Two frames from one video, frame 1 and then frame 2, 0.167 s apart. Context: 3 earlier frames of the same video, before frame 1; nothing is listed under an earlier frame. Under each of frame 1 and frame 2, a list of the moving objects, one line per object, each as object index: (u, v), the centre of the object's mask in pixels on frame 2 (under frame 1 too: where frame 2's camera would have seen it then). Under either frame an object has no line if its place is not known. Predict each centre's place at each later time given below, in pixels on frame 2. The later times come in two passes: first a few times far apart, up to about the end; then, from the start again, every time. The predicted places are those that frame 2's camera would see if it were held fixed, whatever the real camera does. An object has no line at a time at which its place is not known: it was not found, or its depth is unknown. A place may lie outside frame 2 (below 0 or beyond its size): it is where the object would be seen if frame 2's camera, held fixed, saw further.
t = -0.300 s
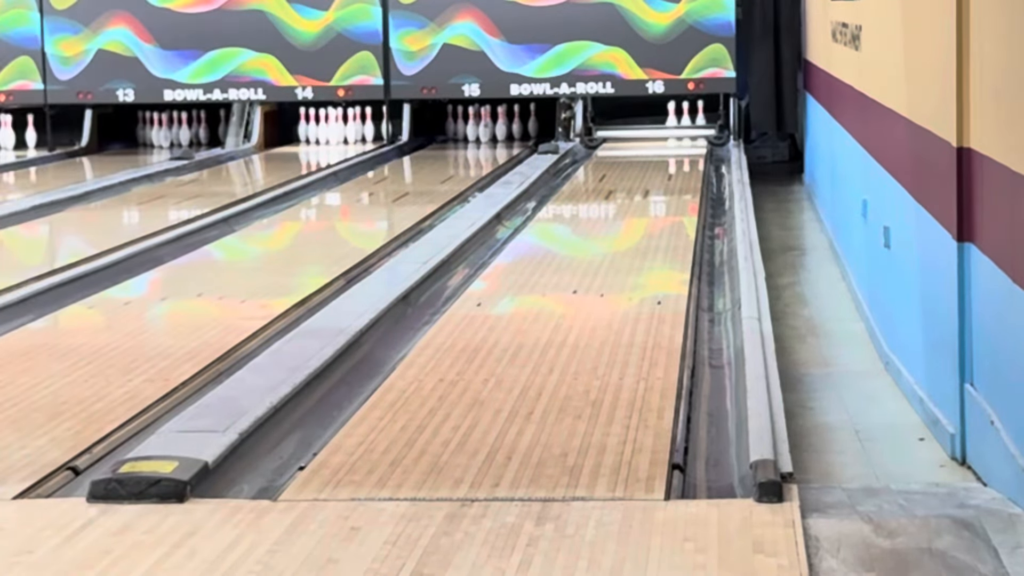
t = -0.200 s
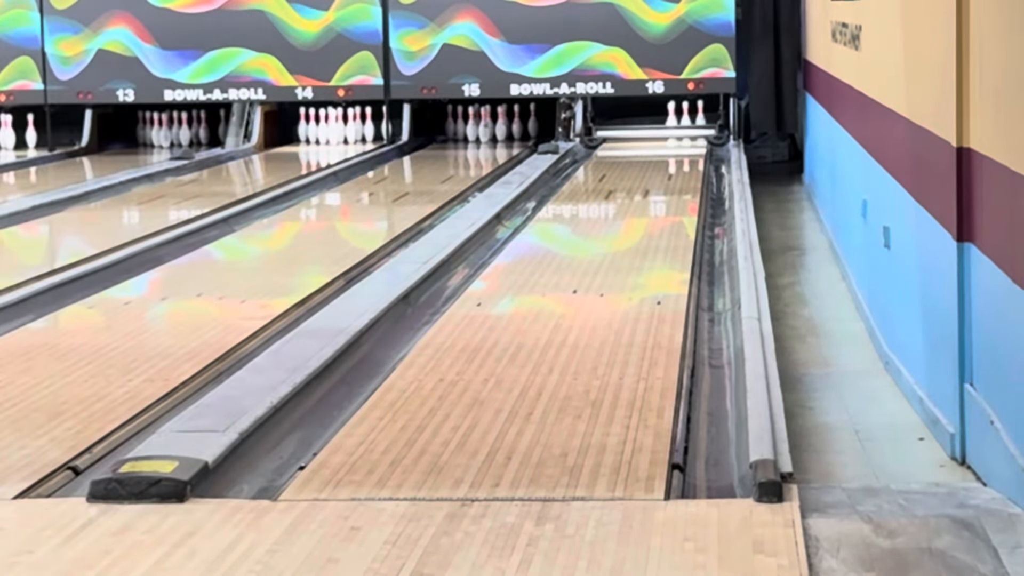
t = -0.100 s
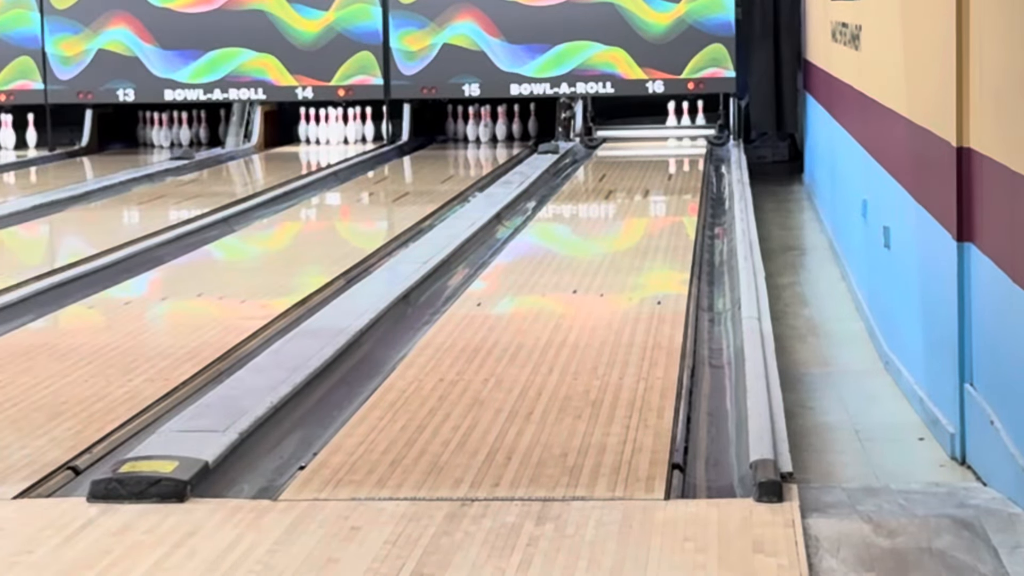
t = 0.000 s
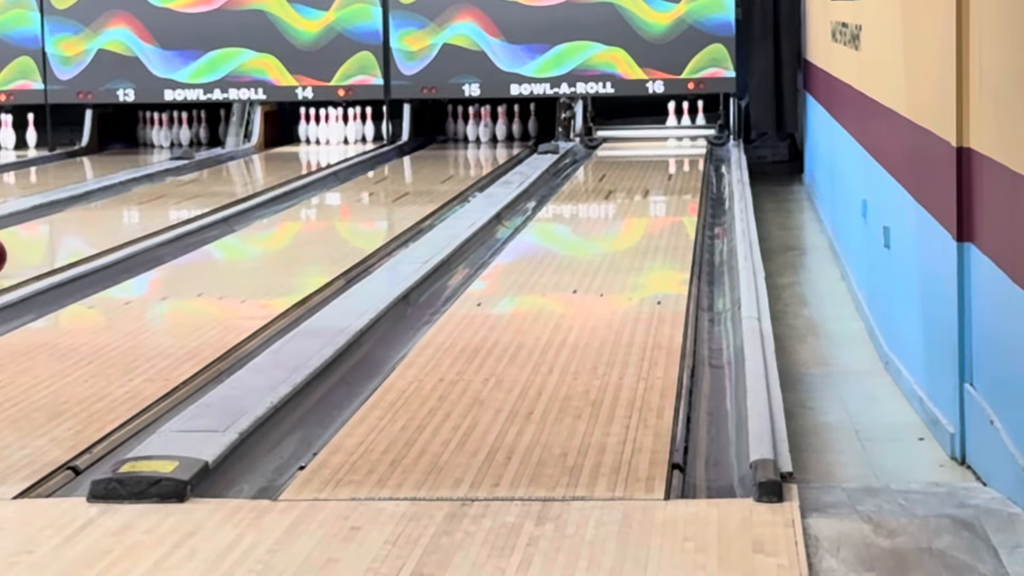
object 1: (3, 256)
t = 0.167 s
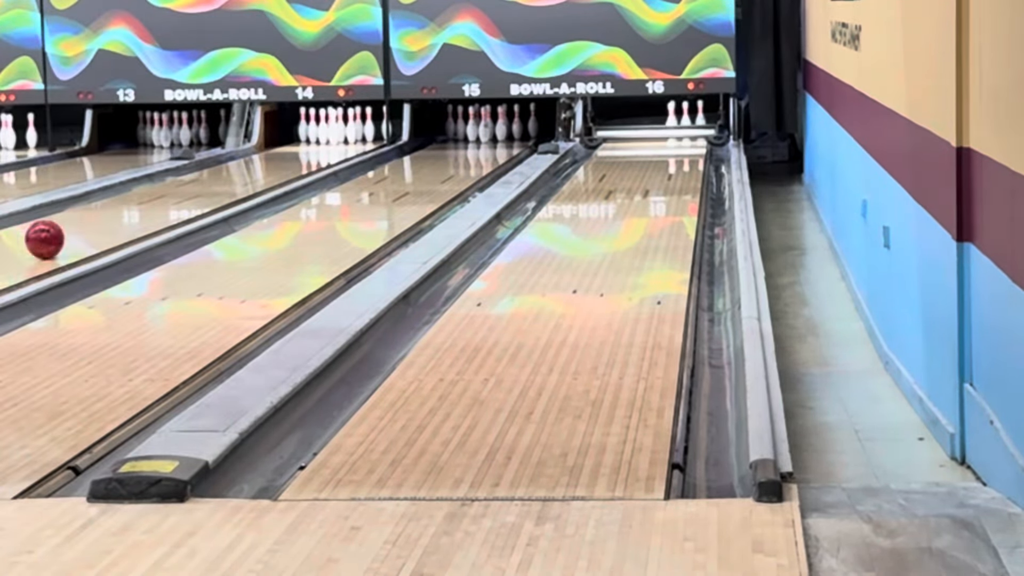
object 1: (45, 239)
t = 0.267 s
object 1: (75, 230)
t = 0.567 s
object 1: (152, 207)
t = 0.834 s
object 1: (203, 191)
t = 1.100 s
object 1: (243, 177)
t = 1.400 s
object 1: (276, 165)
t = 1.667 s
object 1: (297, 156)
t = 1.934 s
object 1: (313, 149)
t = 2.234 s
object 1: (330, 142)
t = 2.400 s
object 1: (338, 139)
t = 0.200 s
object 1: (55, 236)
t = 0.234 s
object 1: (66, 233)
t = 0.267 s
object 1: (75, 230)
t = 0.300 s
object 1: (85, 227)
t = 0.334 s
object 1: (95, 224)
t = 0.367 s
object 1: (103, 222)
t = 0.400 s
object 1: (112, 219)
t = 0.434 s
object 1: (121, 217)
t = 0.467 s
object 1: (129, 214)
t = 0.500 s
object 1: (137, 212)
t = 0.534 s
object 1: (144, 209)
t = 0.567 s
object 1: (152, 207)
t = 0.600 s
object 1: (159, 205)
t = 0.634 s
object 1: (166, 203)
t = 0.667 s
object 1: (173, 200)
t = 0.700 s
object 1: (179, 198)
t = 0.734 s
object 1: (186, 196)
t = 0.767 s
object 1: (192, 194)
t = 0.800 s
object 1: (198, 192)
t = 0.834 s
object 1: (203, 191)
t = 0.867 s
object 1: (209, 188)
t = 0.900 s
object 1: (214, 187)
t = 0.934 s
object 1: (220, 185)
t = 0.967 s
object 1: (225, 183)
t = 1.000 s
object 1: (230, 182)
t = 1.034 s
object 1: (234, 180)
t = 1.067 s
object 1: (239, 179)
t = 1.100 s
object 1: (243, 177)
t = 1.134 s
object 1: (248, 176)
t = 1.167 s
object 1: (252, 174)
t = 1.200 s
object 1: (256, 173)
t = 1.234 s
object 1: (259, 171)
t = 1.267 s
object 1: (263, 170)
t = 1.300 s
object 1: (267, 168)
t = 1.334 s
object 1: (270, 167)
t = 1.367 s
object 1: (273, 166)
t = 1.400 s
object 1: (276, 165)
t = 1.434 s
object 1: (279, 163)
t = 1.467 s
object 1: (283, 163)
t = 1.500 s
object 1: (285, 162)
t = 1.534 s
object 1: (288, 160)
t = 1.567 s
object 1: (290, 159)
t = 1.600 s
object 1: (293, 158)
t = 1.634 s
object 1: (295, 157)
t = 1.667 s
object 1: (297, 156)
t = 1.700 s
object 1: (299, 156)
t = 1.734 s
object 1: (301, 154)
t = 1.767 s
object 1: (303, 154)
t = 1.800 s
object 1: (306, 152)
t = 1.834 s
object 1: (307, 152)
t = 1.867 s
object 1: (309, 151)
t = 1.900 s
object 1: (311, 150)
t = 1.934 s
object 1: (313, 149)
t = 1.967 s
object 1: (315, 148)
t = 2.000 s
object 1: (317, 148)
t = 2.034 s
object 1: (319, 147)
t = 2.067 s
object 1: (321, 146)
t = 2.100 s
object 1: (322, 145)
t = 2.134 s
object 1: (324, 144)
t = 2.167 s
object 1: (326, 143)
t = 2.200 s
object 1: (328, 143)
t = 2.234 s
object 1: (330, 142)
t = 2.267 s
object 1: (332, 141)
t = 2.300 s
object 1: (333, 141)
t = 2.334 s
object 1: (335, 140)
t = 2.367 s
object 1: (337, 140)
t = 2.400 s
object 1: (338, 139)
